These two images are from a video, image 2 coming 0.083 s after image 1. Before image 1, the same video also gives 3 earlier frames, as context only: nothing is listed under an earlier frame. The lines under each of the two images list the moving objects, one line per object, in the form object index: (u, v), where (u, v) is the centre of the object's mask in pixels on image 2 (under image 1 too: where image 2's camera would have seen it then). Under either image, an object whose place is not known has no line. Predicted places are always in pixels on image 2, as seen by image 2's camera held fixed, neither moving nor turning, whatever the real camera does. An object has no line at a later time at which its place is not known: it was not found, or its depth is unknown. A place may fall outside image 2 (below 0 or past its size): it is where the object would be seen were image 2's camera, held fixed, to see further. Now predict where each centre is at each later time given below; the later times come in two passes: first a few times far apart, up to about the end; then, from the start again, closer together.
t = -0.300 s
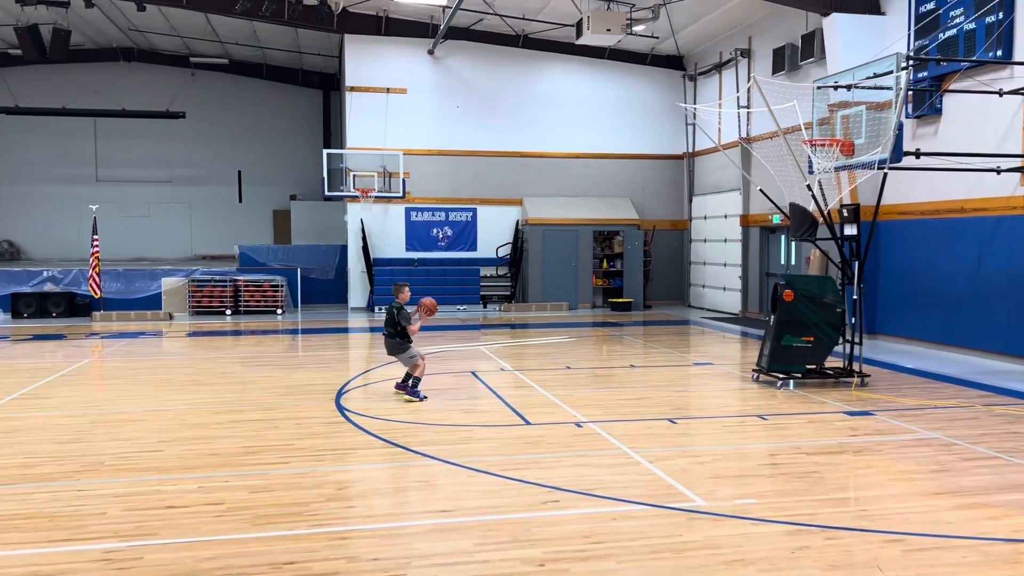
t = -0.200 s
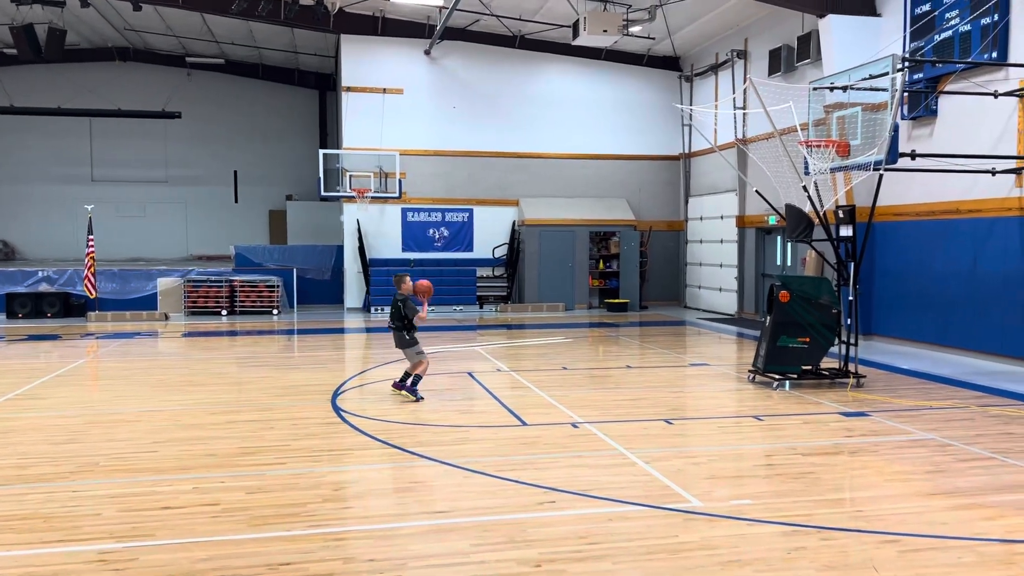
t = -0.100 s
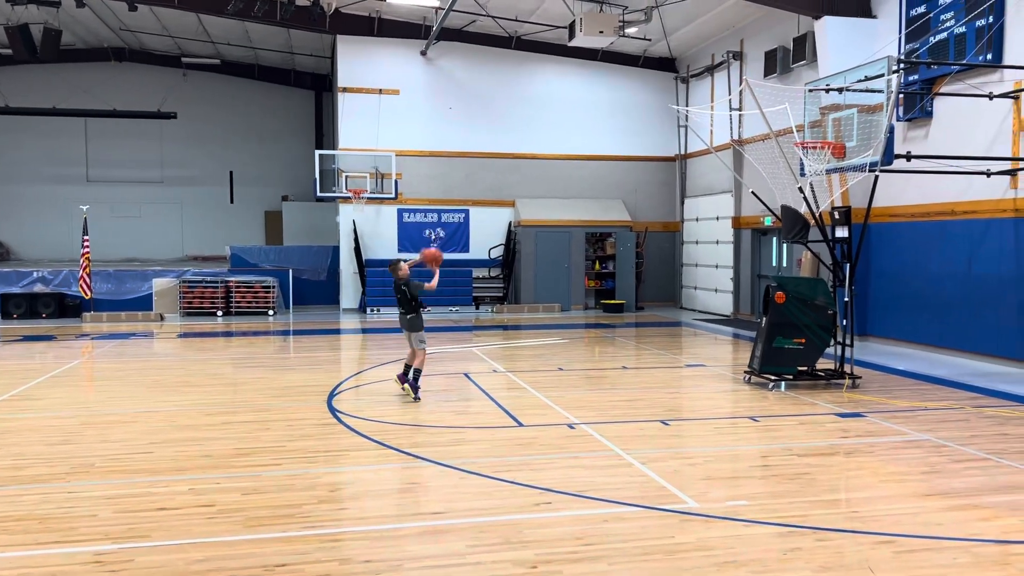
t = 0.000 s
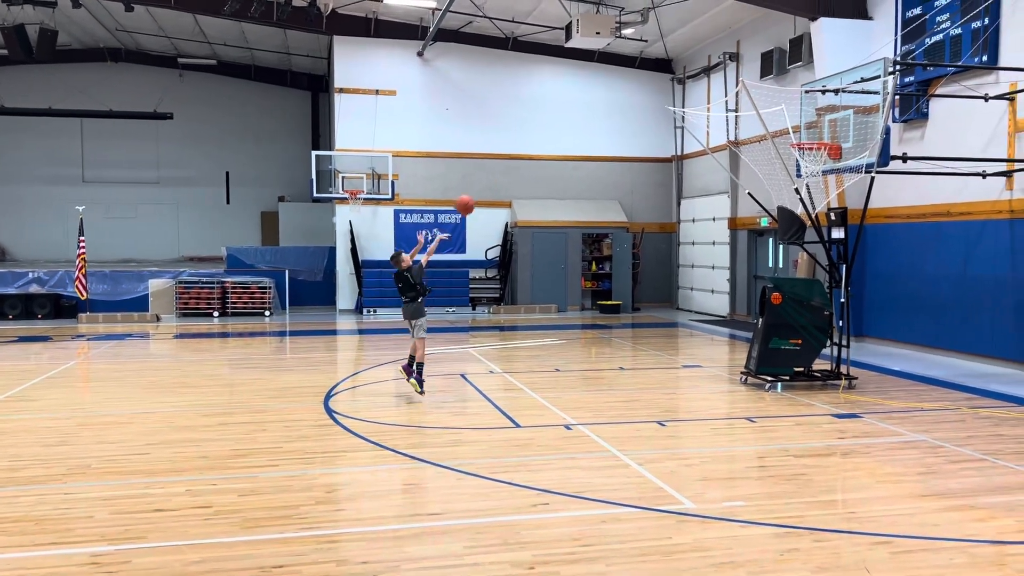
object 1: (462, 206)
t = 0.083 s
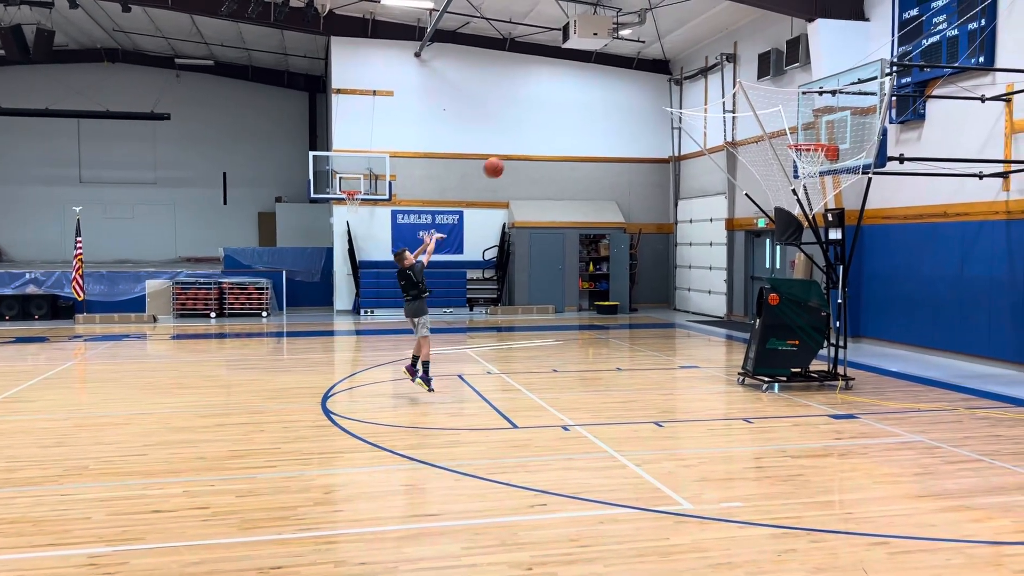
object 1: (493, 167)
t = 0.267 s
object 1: (561, 106)
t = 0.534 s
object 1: (652, 68)
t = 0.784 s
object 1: (731, 86)
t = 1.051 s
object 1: (806, 134)
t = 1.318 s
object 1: (804, 123)
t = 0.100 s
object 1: (500, 161)
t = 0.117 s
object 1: (506, 154)
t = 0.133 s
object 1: (512, 147)
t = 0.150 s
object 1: (518, 142)
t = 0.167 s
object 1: (524, 136)
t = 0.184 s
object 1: (531, 130)
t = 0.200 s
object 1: (536, 125)
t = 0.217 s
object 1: (542, 120)
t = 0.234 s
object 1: (549, 115)
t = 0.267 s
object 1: (561, 106)
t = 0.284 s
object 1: (566, 102)
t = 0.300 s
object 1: (572, 98)
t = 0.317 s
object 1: (578, 94)
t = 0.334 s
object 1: (584, 92)
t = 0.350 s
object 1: (590, 88)
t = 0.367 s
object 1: (596, 85)
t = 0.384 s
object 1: (602, 82)
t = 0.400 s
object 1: (607, 80)
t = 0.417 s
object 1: (613, 78)
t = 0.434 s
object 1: (619, 76)
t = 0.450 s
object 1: (625, 74)
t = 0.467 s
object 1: (630, 72)
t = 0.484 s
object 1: (636, 71)
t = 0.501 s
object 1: (641, 70)
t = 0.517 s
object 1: (647, 69)
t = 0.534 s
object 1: (652, 68)
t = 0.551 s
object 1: (658, 68)
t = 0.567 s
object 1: (663, 68)
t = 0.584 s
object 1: (668, 68)
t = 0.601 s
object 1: (674, 69)
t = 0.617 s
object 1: (679, 70)
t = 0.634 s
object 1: (685, 70)
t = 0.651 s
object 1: (689, 71)
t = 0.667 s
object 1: (695, 72)
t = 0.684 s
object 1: (700, 74)
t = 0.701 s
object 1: (706, 75)
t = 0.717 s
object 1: (711, 77)
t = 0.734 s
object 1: (716, 79)
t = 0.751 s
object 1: (721, 81)
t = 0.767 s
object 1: (726, 84)
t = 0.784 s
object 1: (731, 86)
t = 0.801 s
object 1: (734, 90)
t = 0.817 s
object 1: (741, 94)
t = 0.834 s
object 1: (747, 97)
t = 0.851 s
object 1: (751, 100)
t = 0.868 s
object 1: (757, 103)
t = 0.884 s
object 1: (761, 107)
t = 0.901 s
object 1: (765, 112)
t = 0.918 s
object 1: (770, 116)
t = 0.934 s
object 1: (775, 120)
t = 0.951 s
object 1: (780, 124)
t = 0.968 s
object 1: (785, 130)
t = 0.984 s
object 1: (789, 135)
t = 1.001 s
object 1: (793, 139)
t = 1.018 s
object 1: (797, 137)
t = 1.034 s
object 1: (801, 135)
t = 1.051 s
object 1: (806, 134)
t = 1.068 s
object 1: (810, 133)
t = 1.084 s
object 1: (814, 132)
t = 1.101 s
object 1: (818, 131)
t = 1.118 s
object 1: (823, 131)
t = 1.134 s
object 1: (826, 130)
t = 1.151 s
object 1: (825, 129)
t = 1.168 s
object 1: (823, 128)
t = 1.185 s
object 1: (821, 126)
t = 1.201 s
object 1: (818, 125)
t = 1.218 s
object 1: (816, 124)
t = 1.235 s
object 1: (814, 123)
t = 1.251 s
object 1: (812, 123)
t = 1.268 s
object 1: (810, 123)
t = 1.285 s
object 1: (808, 123)
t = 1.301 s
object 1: (806, 123)
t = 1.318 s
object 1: (804, 123)
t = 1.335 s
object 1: (804, 123)
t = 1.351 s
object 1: (799, 124)
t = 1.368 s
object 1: (798, 125)
